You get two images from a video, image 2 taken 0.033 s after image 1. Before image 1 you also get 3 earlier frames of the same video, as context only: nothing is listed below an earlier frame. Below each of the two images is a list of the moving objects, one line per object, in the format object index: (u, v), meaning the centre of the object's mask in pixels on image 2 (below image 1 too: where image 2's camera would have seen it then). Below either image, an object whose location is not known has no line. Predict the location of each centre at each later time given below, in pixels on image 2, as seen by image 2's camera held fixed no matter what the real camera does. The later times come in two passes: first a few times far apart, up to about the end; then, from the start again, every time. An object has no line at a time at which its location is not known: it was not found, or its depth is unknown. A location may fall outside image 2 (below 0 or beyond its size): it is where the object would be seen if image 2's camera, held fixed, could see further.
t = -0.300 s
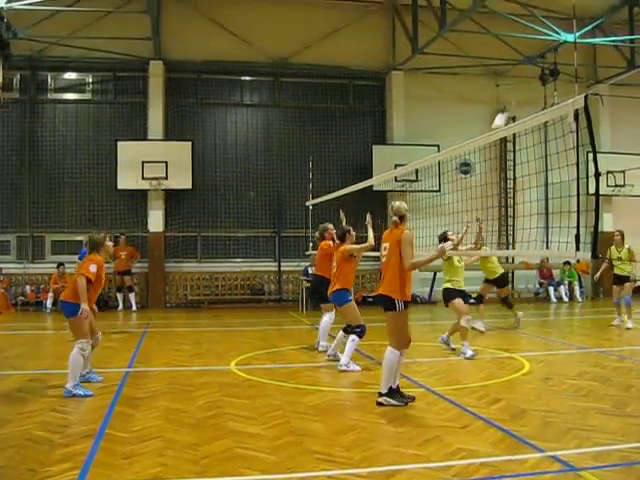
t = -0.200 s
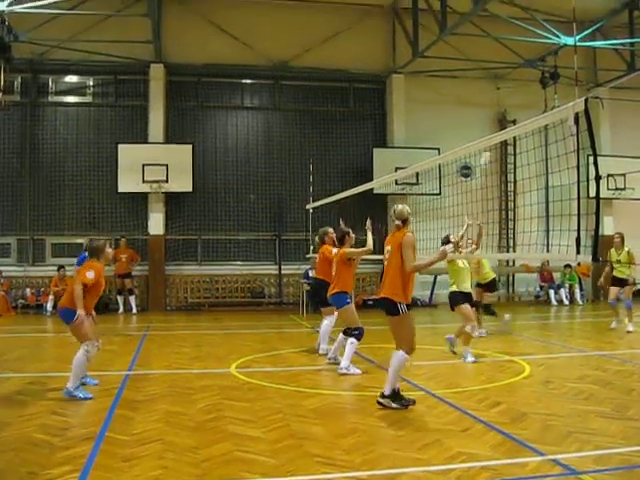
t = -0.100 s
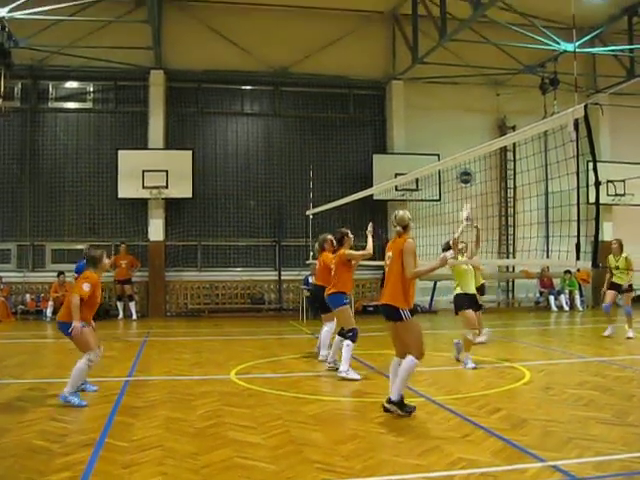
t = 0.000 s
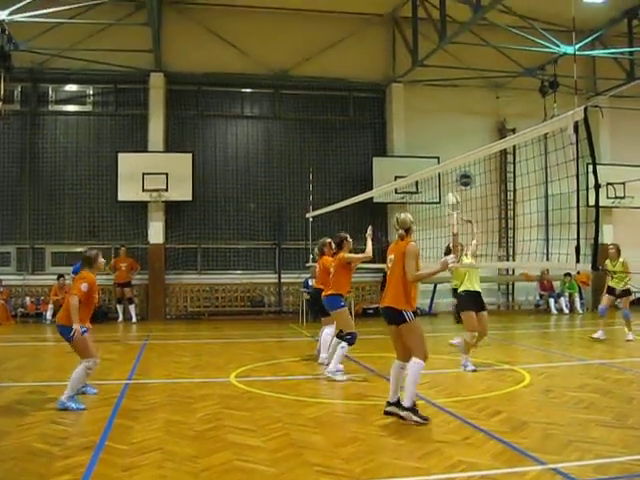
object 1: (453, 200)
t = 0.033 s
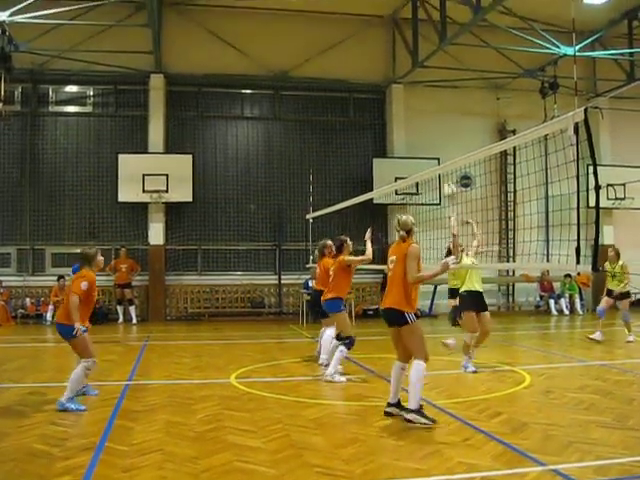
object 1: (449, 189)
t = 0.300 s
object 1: (419, 136)
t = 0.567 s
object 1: (392, 134)
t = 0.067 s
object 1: (444, 179)
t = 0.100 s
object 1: (441, 172)
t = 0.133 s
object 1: (437, 161)
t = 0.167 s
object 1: (433, 155)
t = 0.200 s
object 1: (429, 150)
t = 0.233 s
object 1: (426, 145)
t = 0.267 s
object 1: (422, 140)
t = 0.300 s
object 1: (419, 136)
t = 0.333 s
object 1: (416, 133)
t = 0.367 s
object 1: (412, 131)
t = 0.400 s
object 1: (408, 130)
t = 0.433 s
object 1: (406, 129)
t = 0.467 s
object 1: (401, 128)
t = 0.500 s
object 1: (398, 129)
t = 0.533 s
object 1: (394, 131)
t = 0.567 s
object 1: (392, 134)
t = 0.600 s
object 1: (388, 137)
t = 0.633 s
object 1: (385, 142)
